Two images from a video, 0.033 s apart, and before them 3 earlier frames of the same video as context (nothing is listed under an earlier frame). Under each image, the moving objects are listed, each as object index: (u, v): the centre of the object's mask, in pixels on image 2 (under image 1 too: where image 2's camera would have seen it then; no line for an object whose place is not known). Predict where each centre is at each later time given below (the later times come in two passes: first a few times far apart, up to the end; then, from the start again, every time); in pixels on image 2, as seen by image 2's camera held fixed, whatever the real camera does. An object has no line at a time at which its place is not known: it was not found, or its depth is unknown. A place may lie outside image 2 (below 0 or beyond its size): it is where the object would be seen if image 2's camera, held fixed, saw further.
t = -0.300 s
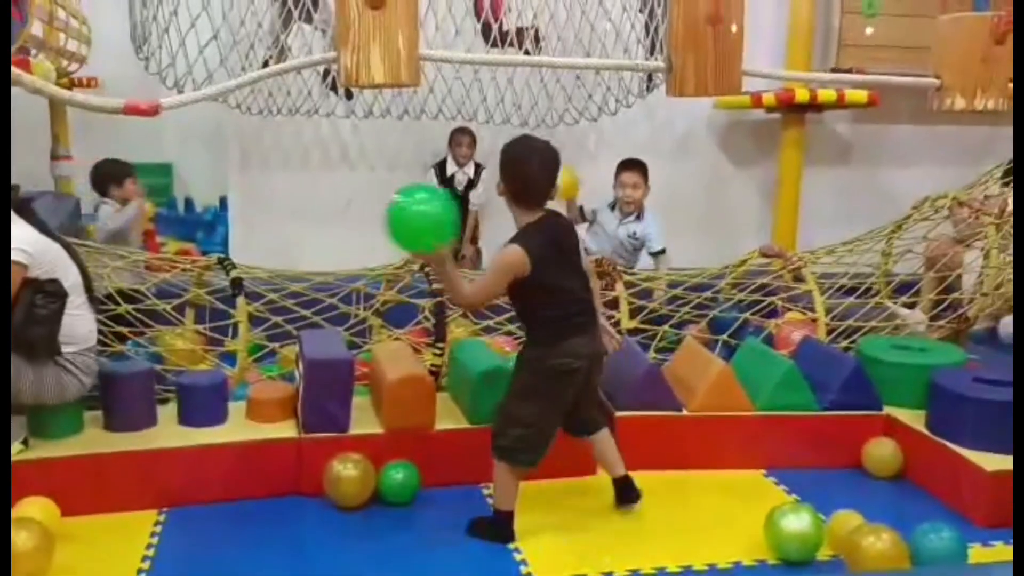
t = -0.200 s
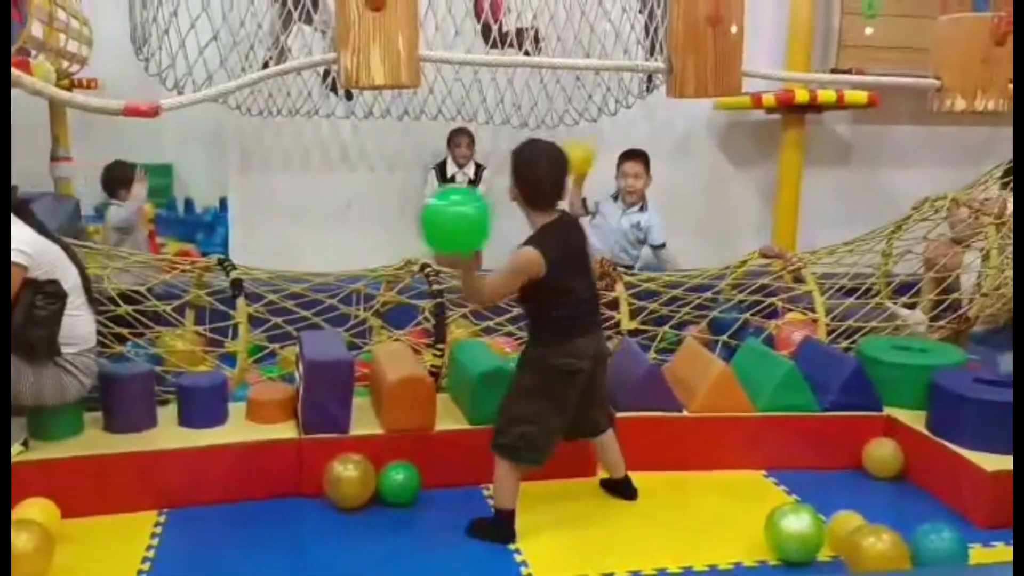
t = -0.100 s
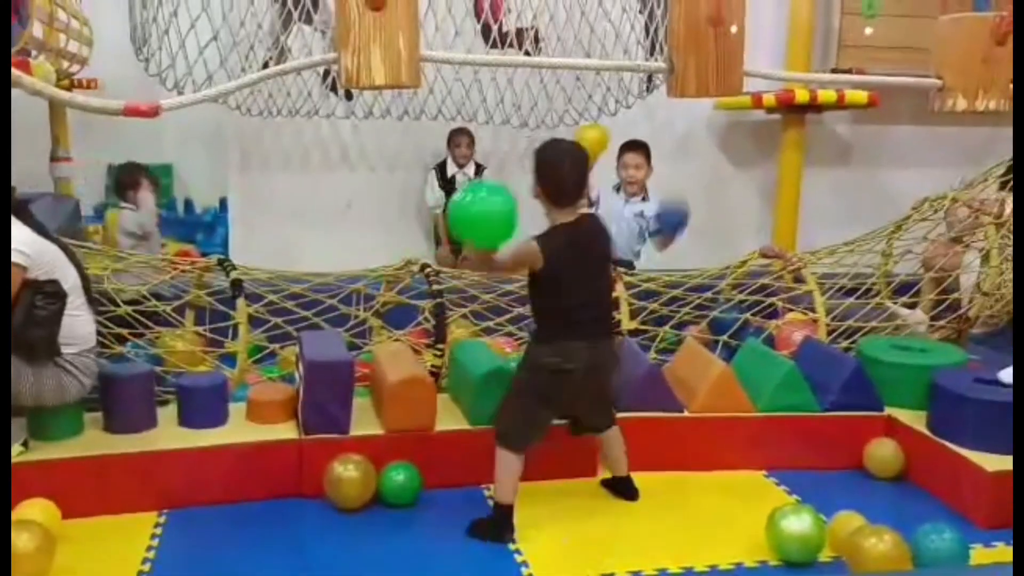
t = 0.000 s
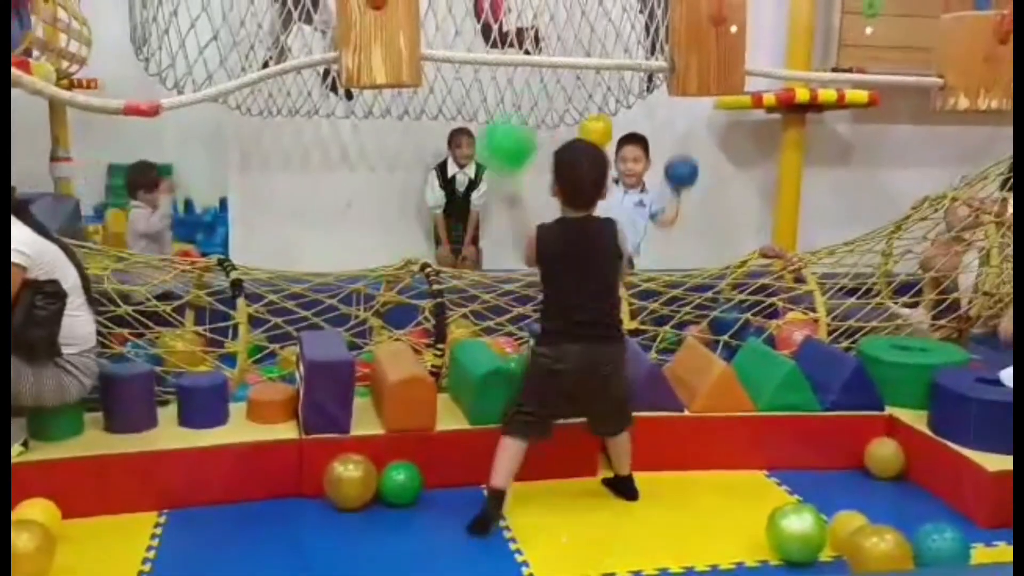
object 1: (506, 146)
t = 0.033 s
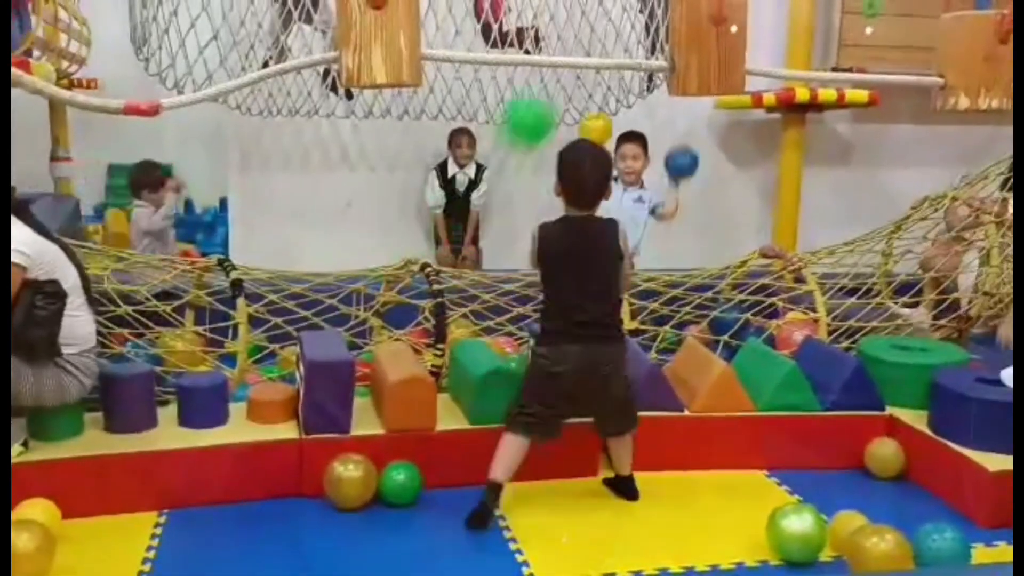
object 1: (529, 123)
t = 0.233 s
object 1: (619, 70)
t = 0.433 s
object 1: (665, 103)
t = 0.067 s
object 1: (543, 104)
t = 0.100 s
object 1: (564, 90)
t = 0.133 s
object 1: (578, 85)
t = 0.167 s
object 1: (594, 81)
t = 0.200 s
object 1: (606, 72)
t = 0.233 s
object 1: (619, 70)
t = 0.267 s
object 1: (631, 70)
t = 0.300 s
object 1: (641, 73)
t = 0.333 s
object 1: (647, 81)
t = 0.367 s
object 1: (654, 84)
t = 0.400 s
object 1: (659, 89)
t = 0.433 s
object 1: (665, 103)
